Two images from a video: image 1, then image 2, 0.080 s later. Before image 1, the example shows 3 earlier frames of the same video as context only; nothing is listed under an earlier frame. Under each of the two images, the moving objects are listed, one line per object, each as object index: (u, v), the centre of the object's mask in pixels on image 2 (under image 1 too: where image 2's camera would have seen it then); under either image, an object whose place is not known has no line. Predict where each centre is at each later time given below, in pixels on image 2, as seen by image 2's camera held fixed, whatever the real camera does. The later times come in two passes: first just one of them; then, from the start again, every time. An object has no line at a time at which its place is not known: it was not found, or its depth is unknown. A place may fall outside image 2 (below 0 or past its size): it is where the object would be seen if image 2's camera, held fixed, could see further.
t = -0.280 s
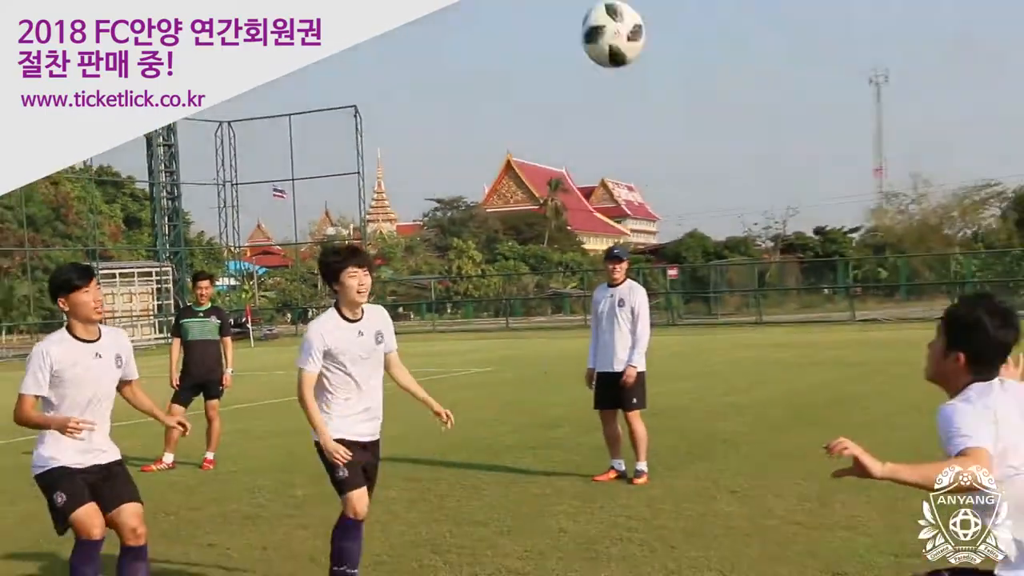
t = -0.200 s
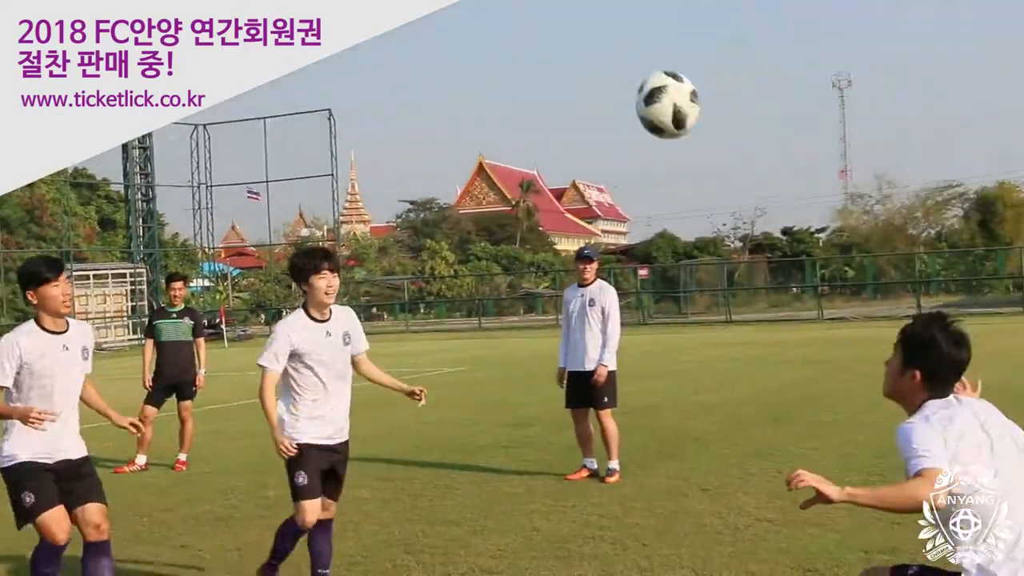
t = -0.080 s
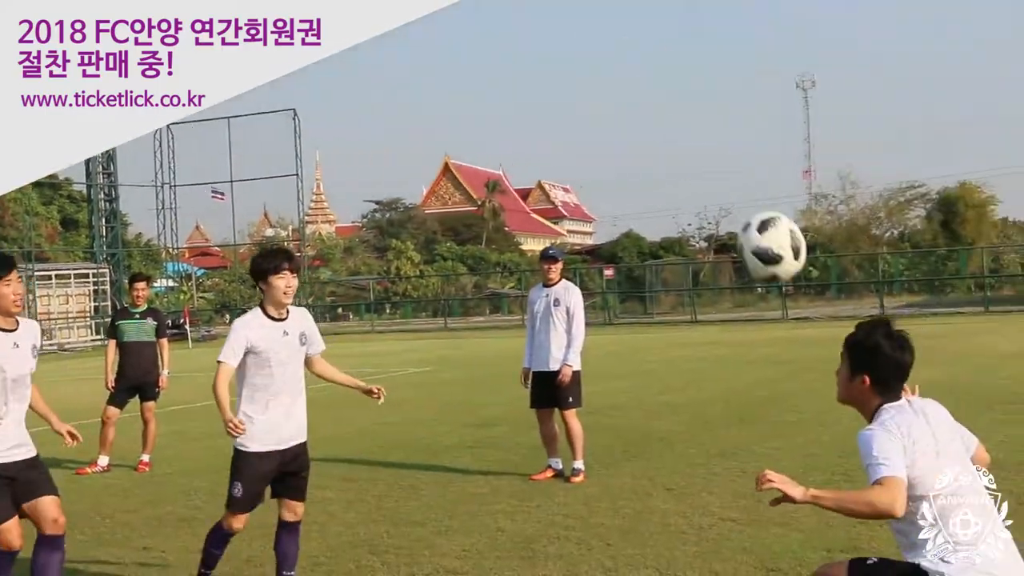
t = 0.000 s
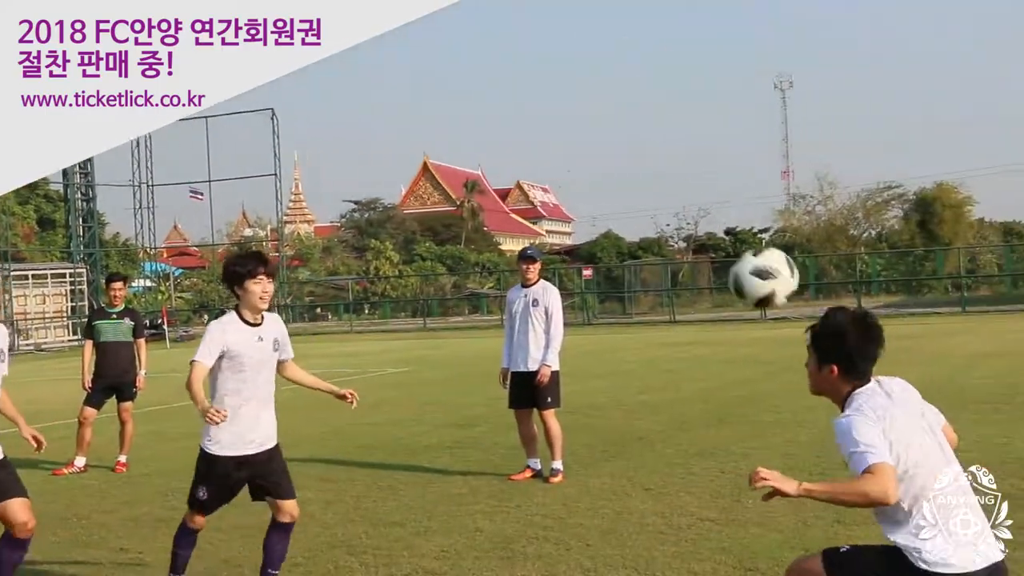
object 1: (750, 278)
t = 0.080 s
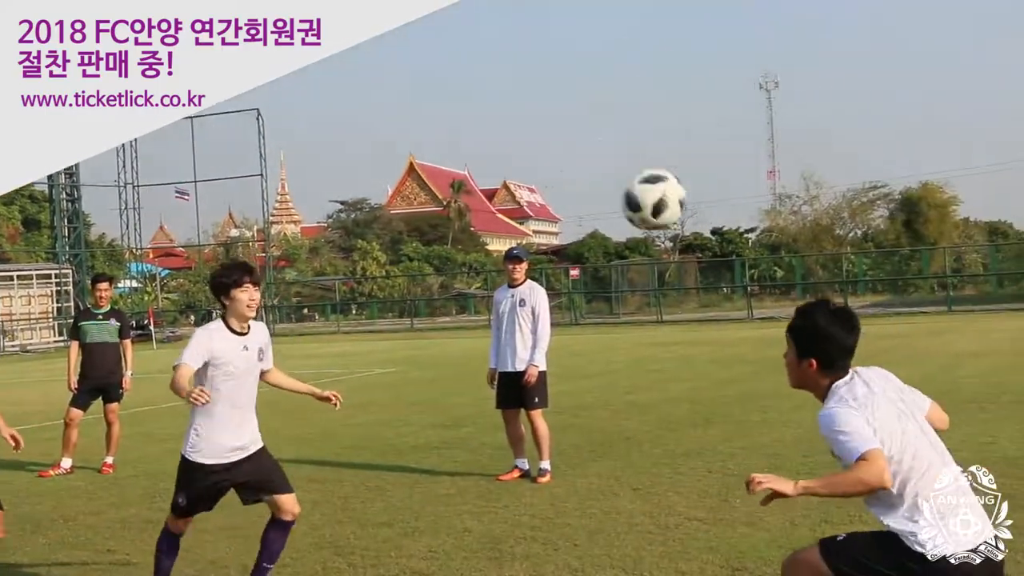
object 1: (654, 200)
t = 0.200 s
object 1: (524, 122)
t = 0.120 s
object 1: (609, 169)
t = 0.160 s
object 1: (565, 142)
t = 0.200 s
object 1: (524, 122)
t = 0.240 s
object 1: (485, 105)
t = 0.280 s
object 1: (447, 92)
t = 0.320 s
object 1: (412, 84)
